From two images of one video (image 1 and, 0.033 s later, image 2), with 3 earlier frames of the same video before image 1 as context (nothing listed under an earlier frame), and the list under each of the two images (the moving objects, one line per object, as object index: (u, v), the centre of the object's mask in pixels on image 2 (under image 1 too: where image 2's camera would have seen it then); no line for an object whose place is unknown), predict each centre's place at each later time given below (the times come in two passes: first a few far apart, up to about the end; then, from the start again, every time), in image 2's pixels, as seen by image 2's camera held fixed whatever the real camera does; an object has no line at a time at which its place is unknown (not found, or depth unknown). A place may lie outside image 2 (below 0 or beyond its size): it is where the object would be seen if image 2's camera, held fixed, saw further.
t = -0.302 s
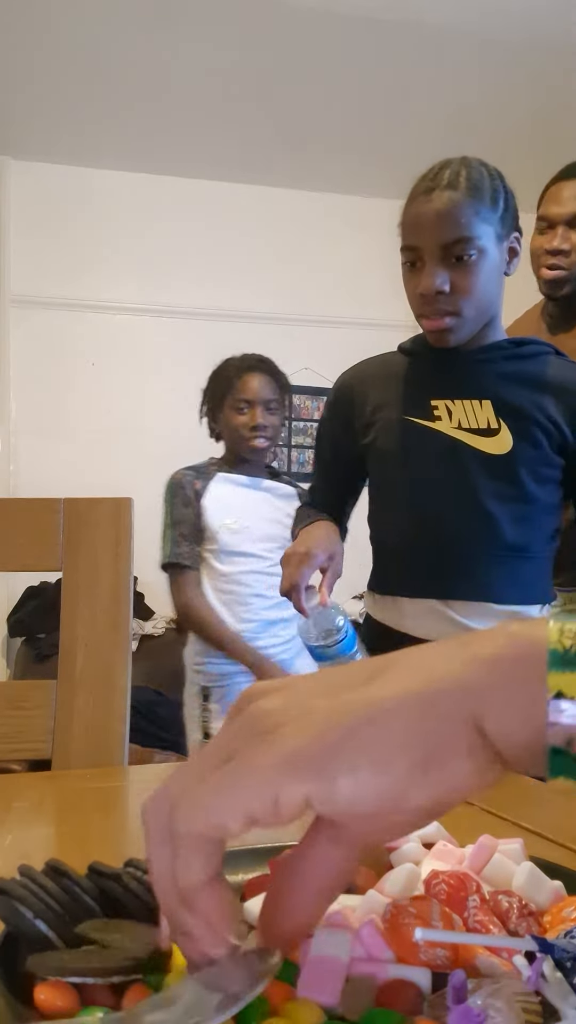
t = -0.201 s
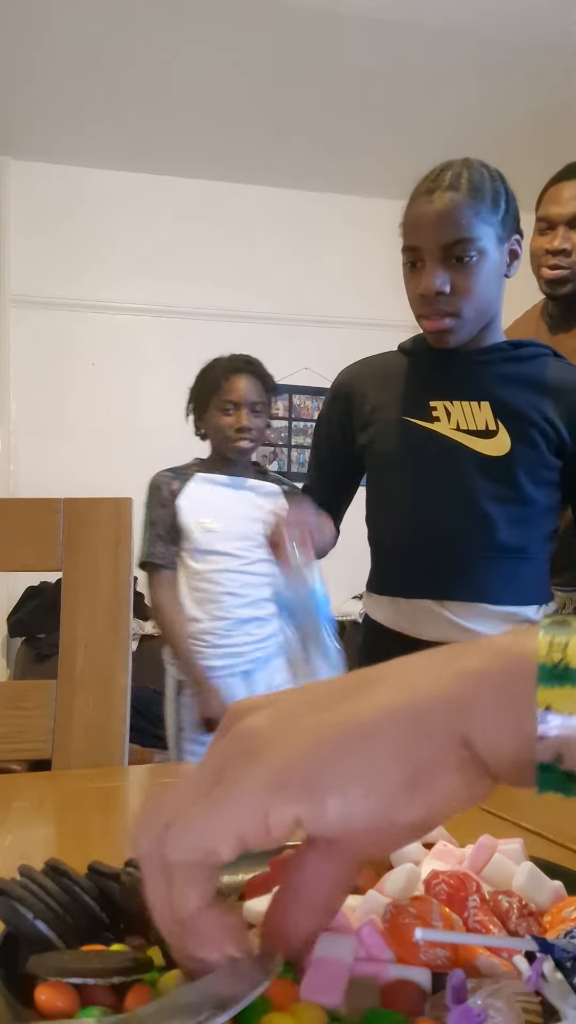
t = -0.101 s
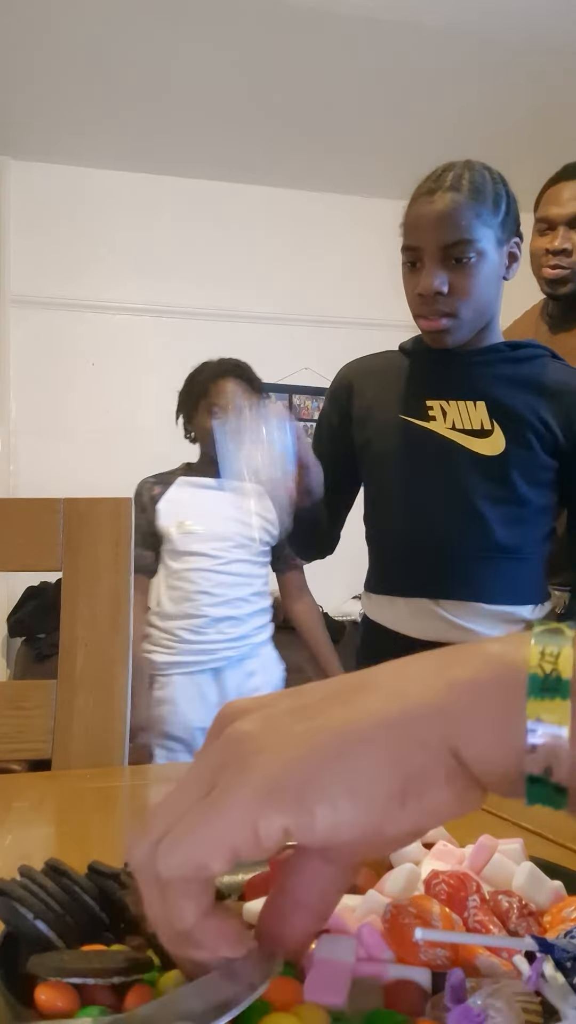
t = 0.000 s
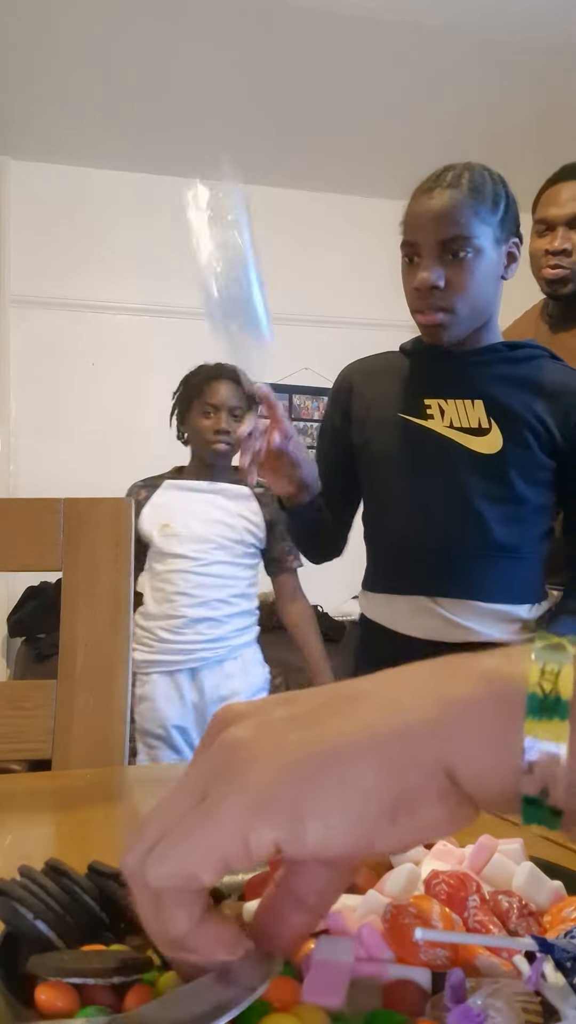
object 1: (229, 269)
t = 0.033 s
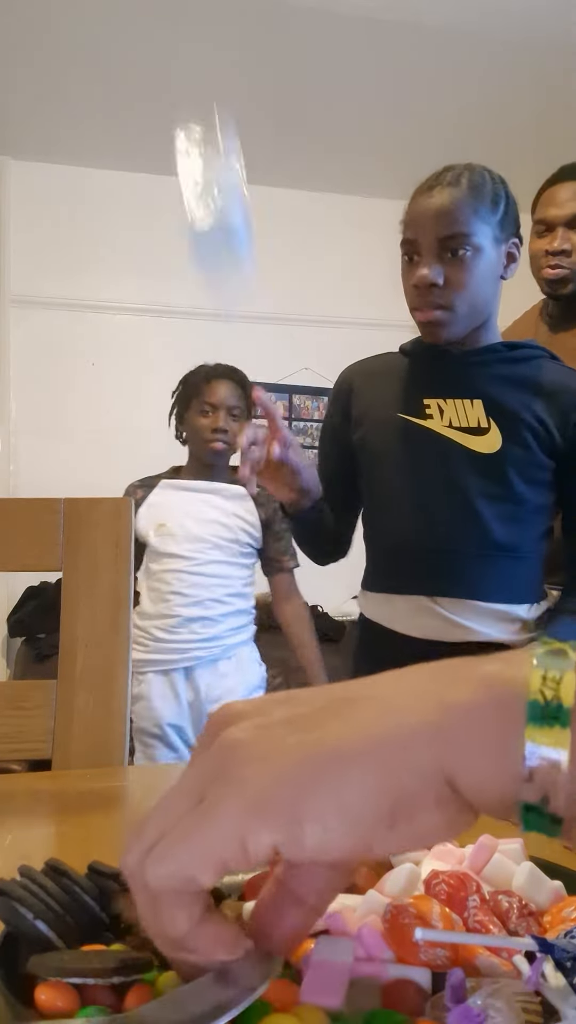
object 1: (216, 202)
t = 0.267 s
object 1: (141, 60)
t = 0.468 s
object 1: (60, 409)
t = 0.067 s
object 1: (199, 135)
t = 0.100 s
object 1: (182, 88)
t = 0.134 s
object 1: (172, 50)
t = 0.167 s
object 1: (173, 44)
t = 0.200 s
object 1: (166, 45)
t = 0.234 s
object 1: (155, 49)
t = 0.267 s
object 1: (141, 60)
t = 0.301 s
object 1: (126, 76)
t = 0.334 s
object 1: (108, 98)
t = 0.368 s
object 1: (90, 119)
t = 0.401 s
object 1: (81, 197)
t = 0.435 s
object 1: (65, 267)
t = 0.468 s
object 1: (60, 409)
